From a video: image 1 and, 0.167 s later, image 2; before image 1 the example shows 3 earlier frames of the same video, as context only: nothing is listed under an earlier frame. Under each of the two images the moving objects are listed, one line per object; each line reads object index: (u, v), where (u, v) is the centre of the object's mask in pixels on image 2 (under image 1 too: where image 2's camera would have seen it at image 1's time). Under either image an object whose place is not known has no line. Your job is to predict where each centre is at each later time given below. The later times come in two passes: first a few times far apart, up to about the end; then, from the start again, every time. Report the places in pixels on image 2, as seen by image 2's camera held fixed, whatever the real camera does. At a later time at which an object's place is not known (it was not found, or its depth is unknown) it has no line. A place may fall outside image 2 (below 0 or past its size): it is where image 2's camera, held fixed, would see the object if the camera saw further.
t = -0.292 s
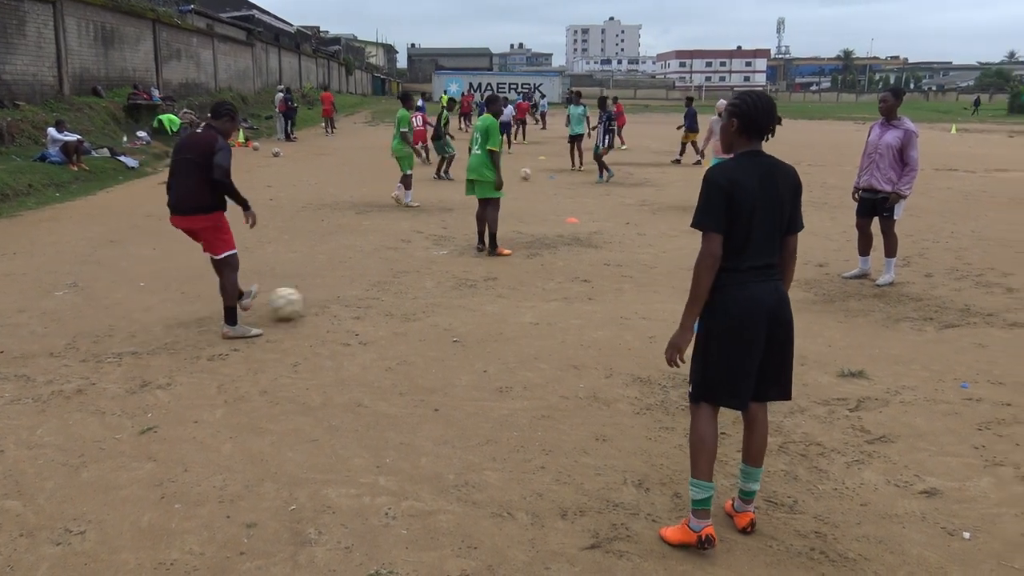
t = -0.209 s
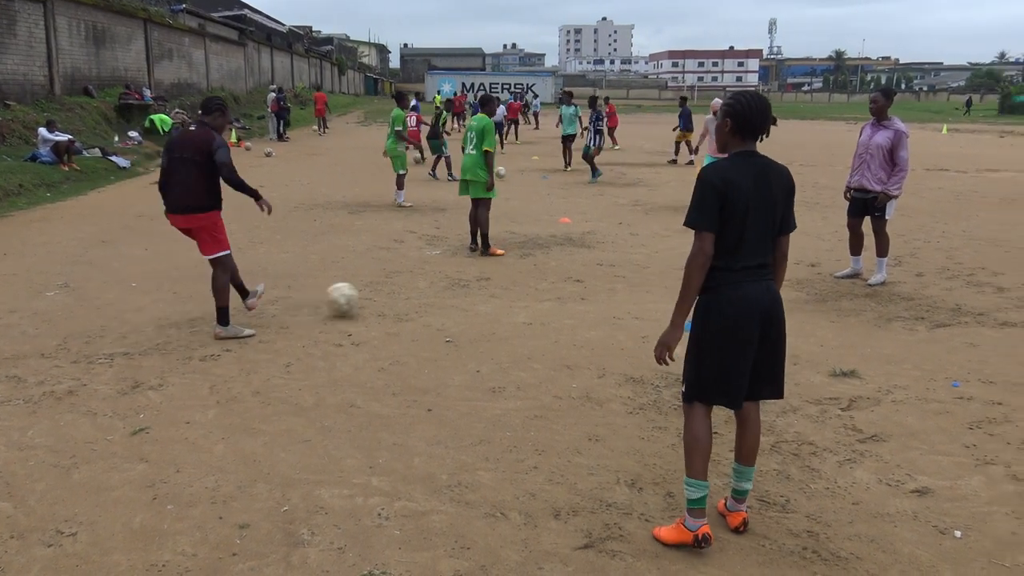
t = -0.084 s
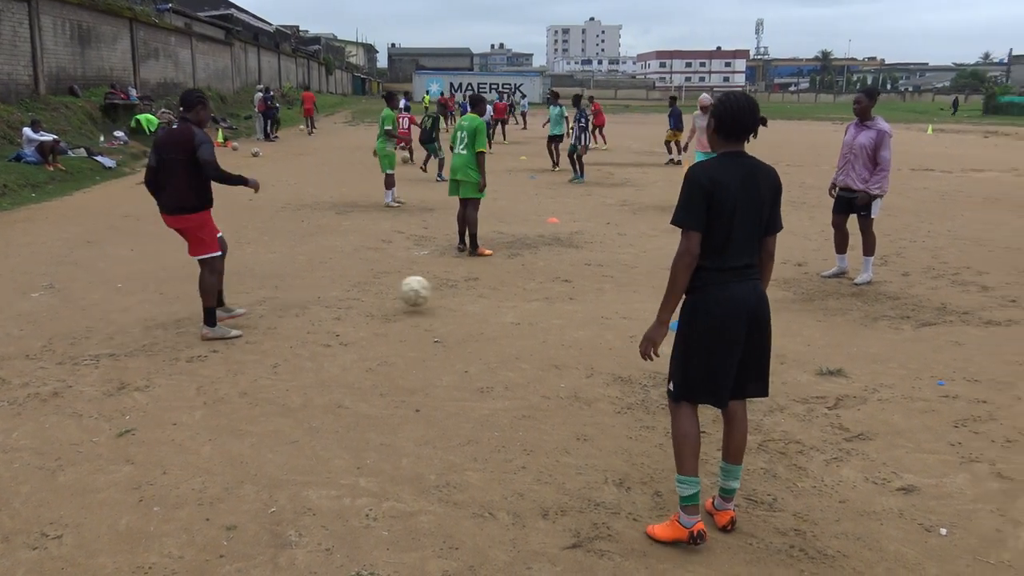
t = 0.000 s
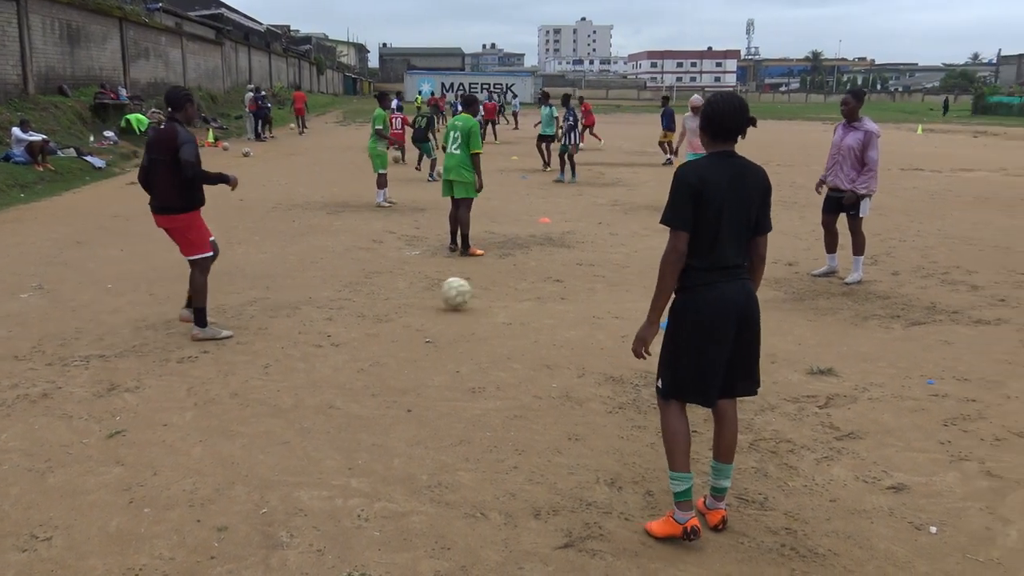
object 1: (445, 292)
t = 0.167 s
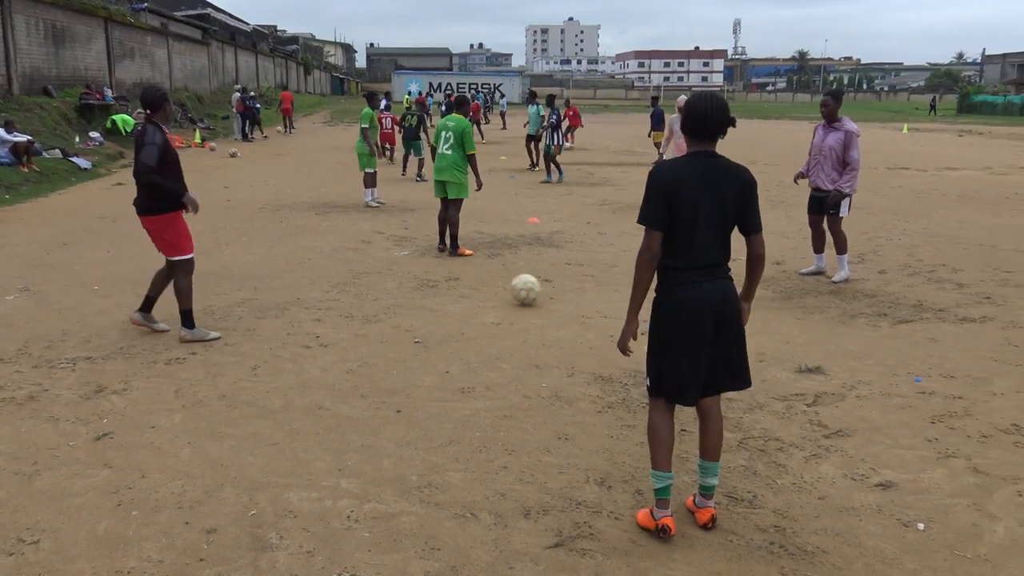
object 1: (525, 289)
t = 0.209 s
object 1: (544, 289)
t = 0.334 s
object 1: (599, 287)
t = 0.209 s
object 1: (544, 289)
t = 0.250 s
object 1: (563, 285)
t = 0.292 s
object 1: (583, 285)
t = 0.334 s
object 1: (599, 287)
